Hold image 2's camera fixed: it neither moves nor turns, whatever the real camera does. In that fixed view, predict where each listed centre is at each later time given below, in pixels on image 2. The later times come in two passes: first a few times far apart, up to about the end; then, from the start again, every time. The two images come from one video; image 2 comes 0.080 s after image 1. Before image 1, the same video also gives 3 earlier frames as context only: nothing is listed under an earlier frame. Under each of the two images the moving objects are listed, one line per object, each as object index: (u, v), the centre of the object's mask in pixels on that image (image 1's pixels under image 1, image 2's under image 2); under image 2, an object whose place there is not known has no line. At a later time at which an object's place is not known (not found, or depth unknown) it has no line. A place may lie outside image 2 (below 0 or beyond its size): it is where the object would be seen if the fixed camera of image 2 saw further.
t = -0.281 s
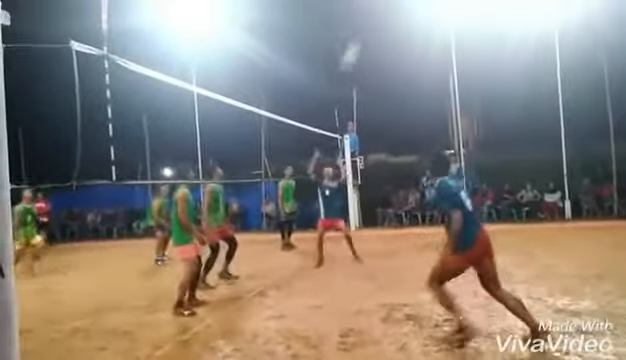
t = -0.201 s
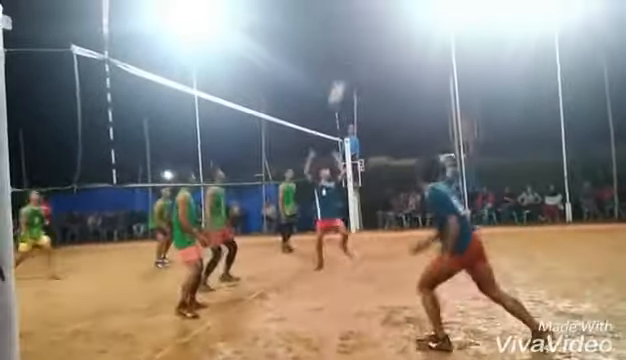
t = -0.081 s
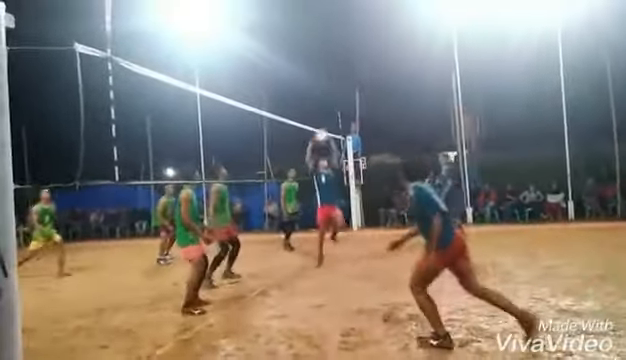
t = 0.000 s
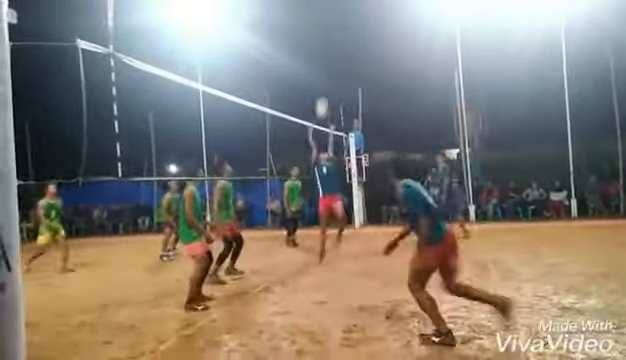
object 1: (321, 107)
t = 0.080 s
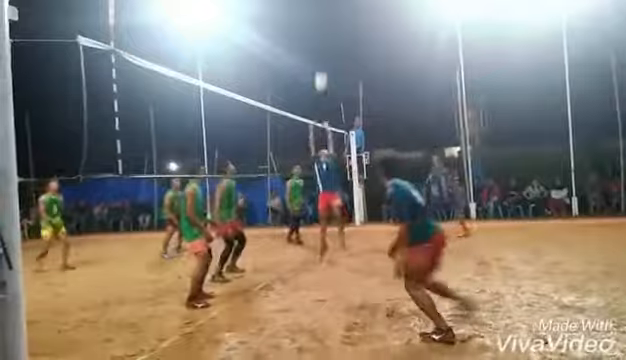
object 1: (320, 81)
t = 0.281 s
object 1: (317, 37)
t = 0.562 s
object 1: (315, 15)
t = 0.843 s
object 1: (314, 29)
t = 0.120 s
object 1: (319, 70)
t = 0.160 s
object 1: (318, 61)
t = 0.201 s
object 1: (318, 51)
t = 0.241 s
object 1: (317, 43)
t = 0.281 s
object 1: (317, 37)
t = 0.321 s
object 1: (316, 30)
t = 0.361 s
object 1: (315, 26)
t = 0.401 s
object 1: (316, 22)
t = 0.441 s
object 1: (315, 19)
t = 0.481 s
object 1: (314, 15)
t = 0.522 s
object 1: (314, 14)
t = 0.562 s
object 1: (315, 15)
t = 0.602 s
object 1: (314, 15)
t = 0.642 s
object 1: (314, 16)
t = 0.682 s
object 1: (315, 16)
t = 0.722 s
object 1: (315, 17)
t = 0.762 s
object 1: (314, 20)
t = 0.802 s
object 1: (314, 24)
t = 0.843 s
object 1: (314, 29)
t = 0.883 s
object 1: (314, 36)
